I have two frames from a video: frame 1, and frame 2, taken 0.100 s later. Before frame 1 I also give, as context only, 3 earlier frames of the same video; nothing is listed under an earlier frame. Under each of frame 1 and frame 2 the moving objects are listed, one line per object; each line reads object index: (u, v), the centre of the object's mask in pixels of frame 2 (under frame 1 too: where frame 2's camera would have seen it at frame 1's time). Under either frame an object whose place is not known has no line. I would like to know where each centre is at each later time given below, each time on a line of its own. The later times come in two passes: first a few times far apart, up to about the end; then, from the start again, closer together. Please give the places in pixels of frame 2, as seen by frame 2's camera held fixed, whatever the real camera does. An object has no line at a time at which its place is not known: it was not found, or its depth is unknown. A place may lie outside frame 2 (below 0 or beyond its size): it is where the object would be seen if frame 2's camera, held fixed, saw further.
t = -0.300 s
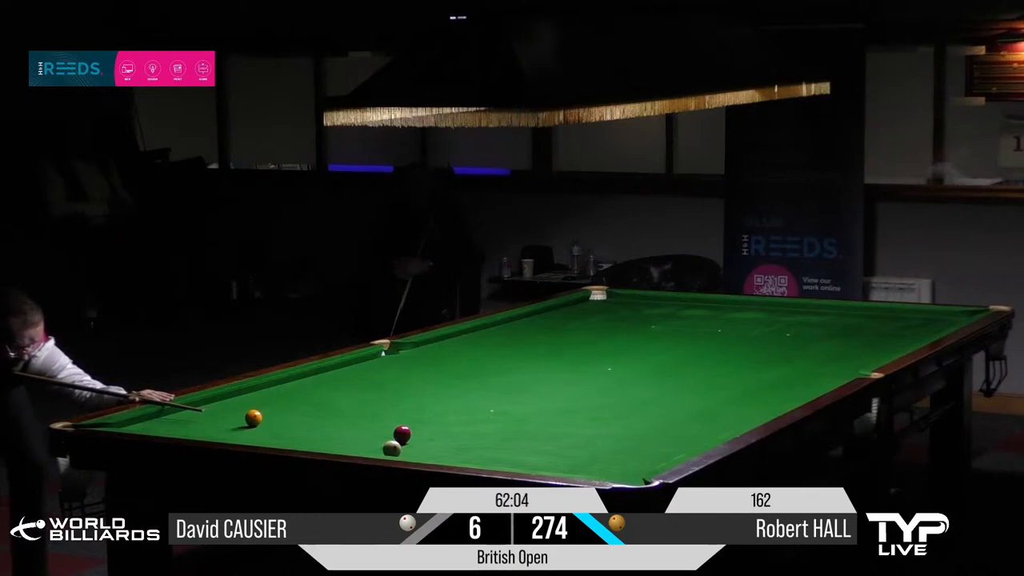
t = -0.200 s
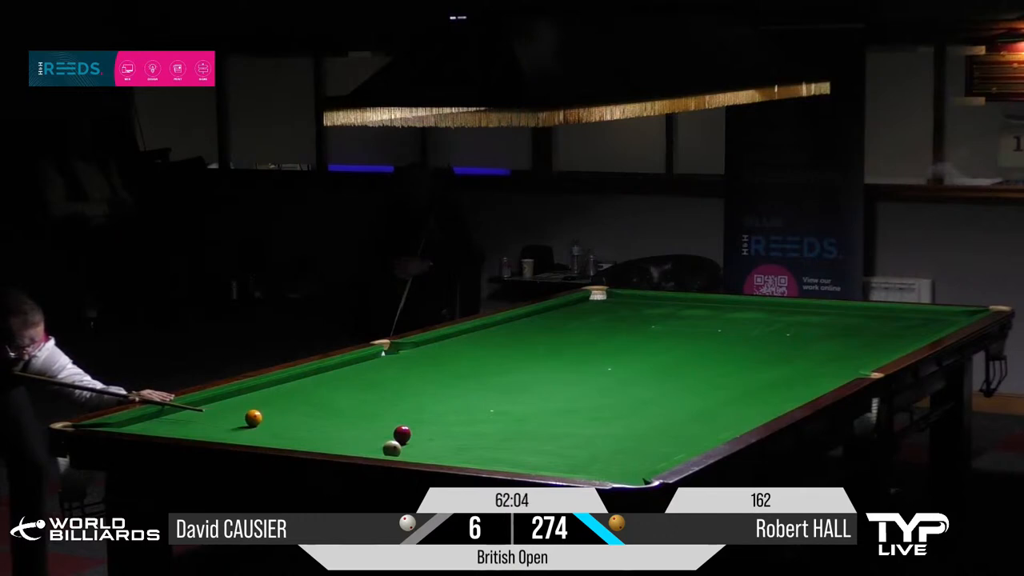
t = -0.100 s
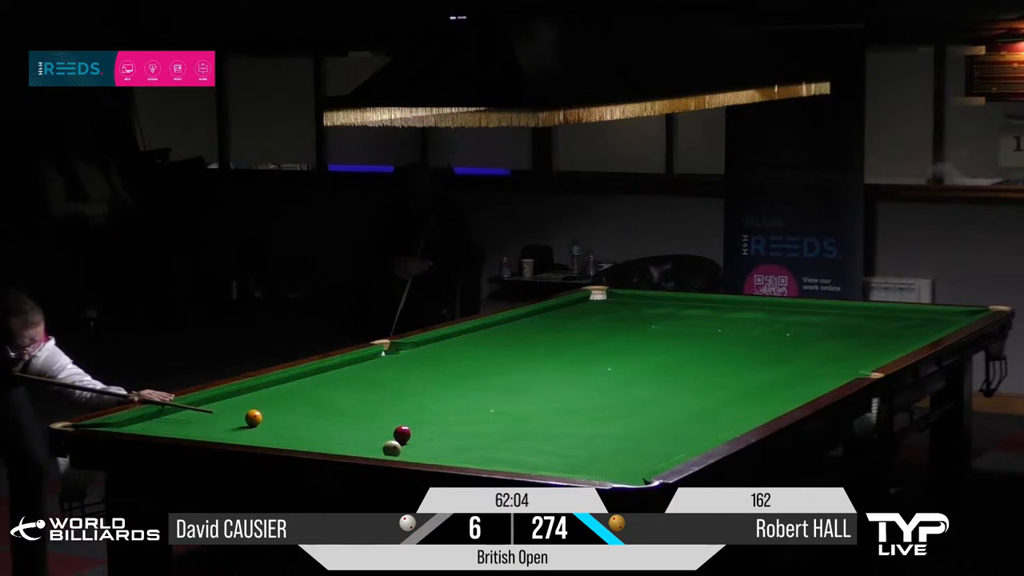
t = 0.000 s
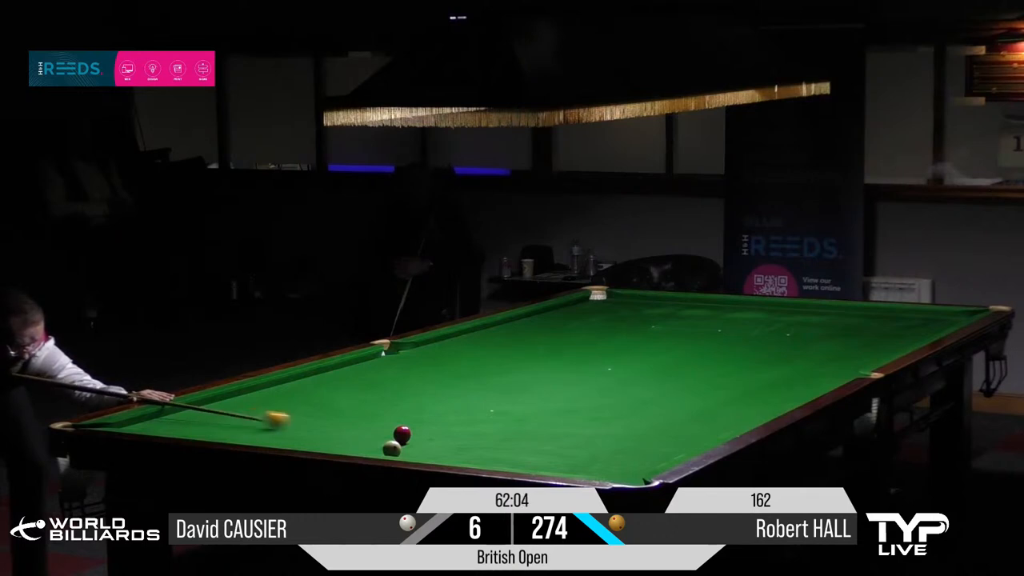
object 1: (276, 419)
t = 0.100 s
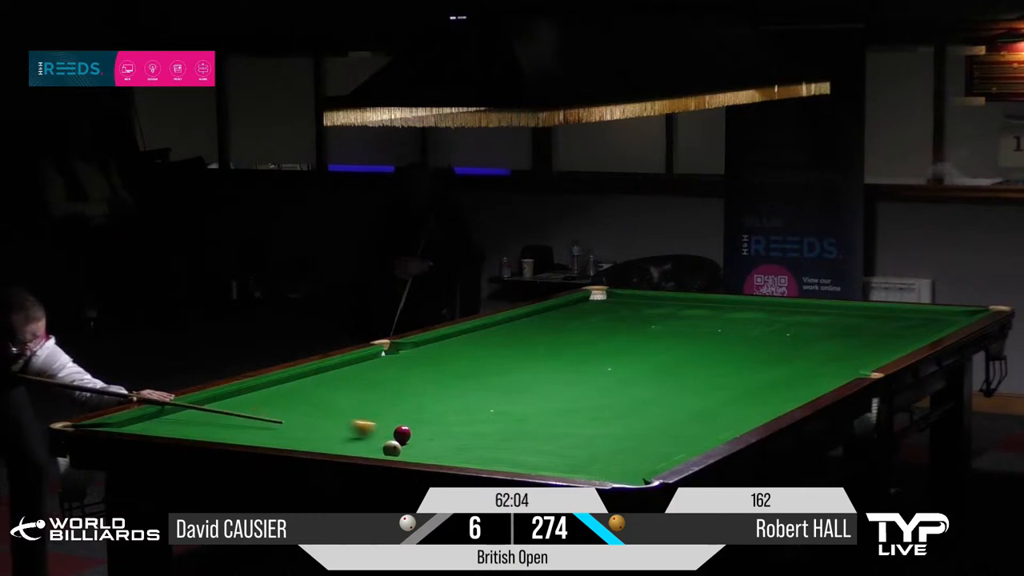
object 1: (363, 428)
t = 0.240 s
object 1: (419, 428)
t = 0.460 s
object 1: (472, 423)
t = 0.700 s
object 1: (527, 418)
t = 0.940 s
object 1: (579, 413)
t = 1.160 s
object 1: (624, 409)
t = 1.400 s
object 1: (670, 405)
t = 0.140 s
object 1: (393, 430)
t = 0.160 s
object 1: (399, 430)
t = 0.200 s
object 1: (409, 429)
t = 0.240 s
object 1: (419, 428)
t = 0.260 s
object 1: (424, 428)
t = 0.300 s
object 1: (434, 427)
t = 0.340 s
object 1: (444, 426)
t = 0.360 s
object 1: (449, 426)
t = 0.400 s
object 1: (458, 425)
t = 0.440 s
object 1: (468, 423)
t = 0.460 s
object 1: (472, 423)
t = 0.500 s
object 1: (482, 422)
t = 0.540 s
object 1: (491, 421)
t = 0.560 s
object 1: (496, 421)
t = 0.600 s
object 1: (505, 420)
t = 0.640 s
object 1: (514, 419)
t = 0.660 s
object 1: (518, 419)
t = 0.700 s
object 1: (527, 418)
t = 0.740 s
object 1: (536, 417)
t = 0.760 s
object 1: (540, 417)
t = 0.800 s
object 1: (549, 416)
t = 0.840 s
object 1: (558, 415)
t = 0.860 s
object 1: (562, 415)
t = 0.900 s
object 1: (570, 414)
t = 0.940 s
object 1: (579, 413)
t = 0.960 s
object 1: (583, 413)
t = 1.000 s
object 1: (591, 412)
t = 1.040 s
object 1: (600, 411)
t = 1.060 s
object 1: (603, 411)
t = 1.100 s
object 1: (612, 410)
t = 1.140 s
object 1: (619, 410)
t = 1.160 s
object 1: (624, 409)
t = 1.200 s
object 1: (632, 408)
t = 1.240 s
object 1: (639, 408)
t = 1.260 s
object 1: (643, 408)
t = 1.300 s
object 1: (651, 407)
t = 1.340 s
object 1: (659, 406)
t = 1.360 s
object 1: (663, 406)
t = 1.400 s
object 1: (670, 405)
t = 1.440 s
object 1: (678, 404)
